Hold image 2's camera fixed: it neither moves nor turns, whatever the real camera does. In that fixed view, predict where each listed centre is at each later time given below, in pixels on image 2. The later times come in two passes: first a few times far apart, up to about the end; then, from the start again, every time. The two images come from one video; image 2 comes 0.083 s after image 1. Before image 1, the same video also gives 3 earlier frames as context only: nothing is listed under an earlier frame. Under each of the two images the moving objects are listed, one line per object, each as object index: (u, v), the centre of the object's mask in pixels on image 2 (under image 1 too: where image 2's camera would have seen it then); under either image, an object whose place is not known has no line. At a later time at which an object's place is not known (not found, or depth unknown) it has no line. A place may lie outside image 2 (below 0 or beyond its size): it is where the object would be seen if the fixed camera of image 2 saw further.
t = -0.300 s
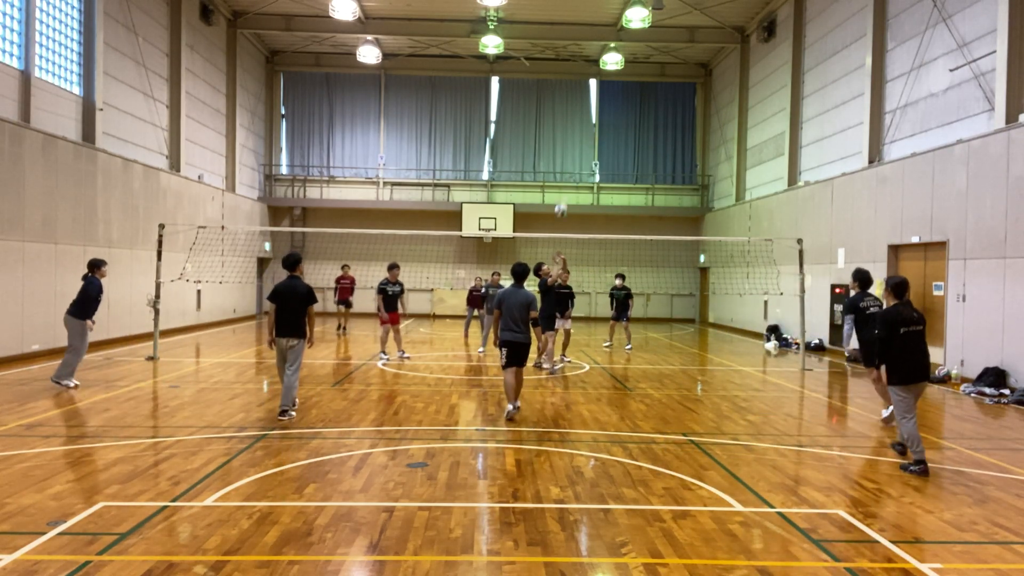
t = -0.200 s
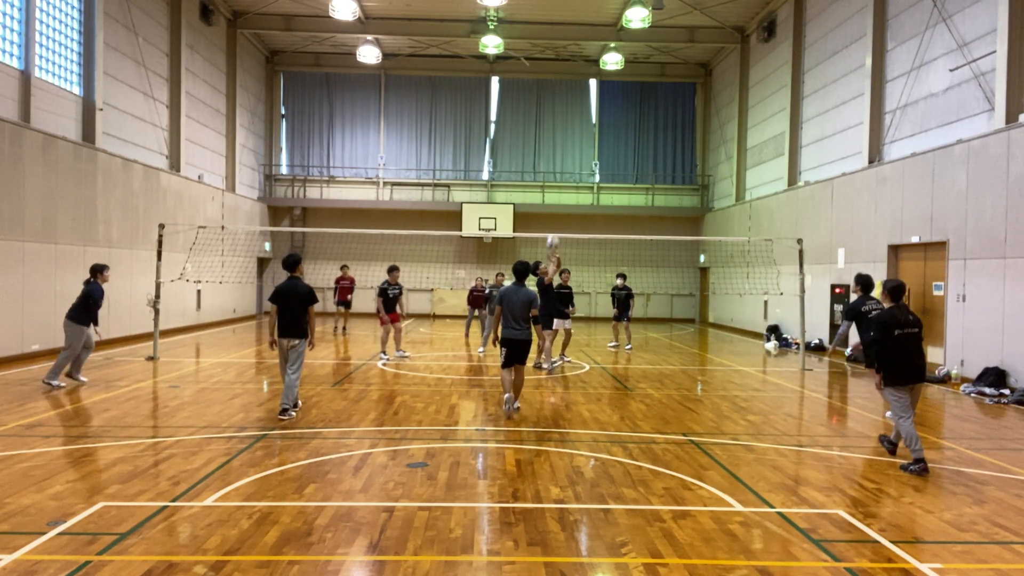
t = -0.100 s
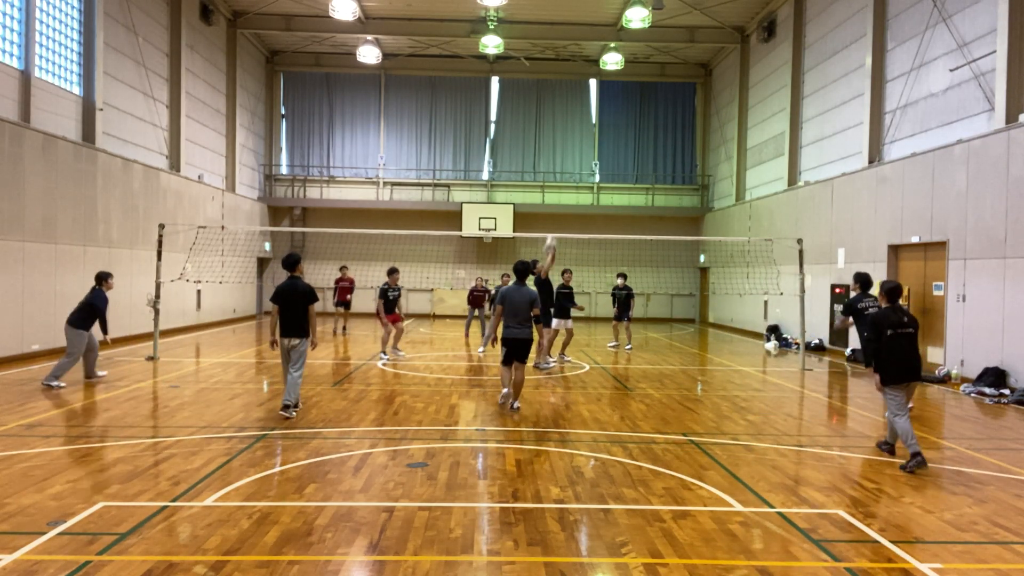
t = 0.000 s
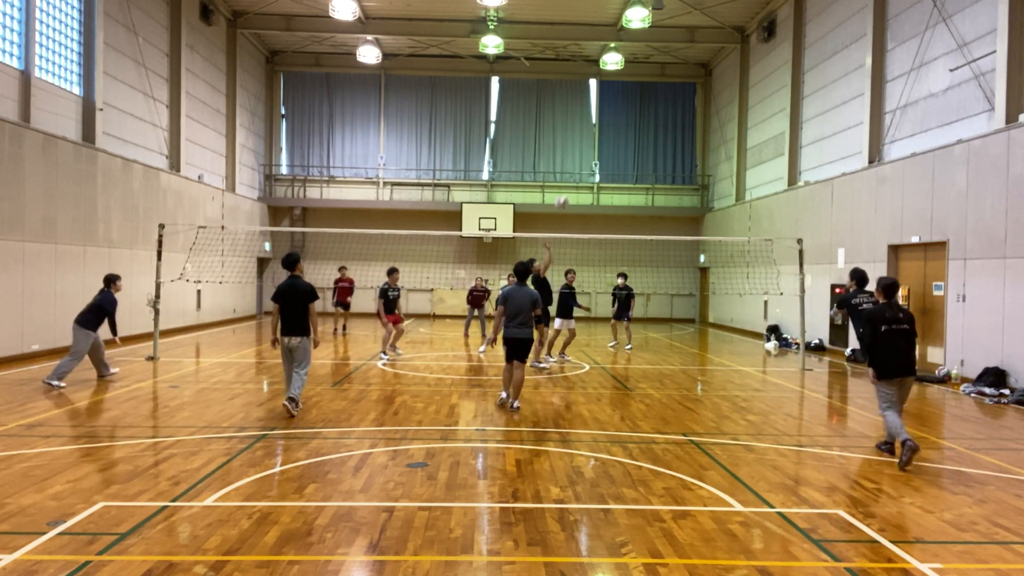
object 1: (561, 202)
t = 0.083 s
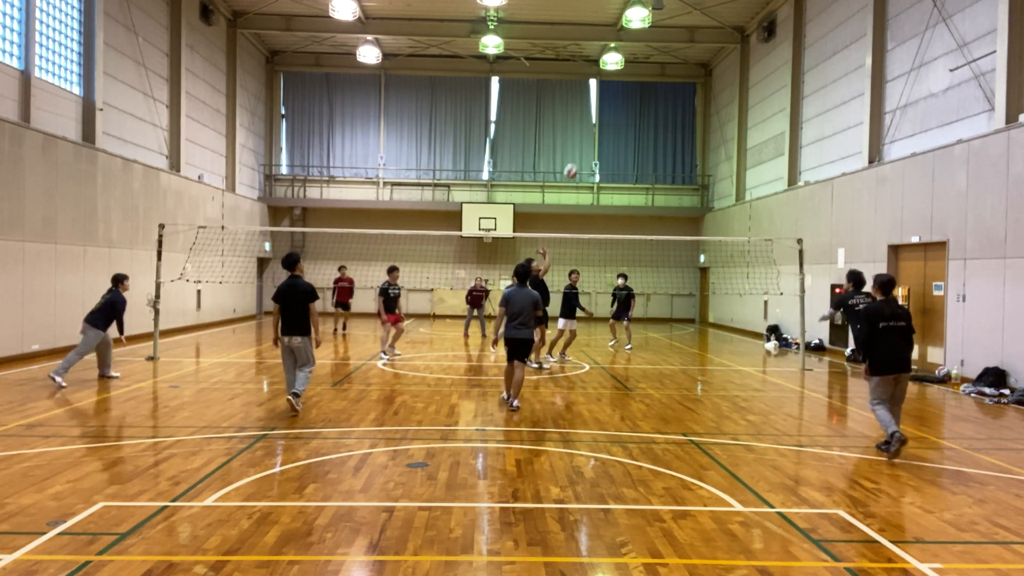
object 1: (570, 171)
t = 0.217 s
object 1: (584, 132)
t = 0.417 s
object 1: (605, 96)
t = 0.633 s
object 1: (627, 85)
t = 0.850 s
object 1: (647, 105)
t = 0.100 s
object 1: (572, 166)
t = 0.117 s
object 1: (574, 160)
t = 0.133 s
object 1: (576, 155)
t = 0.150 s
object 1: (577, 151)
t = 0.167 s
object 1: (579, 146)
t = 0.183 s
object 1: (581, 141)
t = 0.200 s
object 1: (582, 137)
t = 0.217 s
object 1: (584, 132)
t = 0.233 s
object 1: (586, 128)
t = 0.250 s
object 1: (587, 125)
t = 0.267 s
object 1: (589, 121)
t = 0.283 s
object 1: (590, 118)
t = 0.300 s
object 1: (593, 114)
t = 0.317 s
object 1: (594, 111)
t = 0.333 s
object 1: (596, 108)
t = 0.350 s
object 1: (598, 105)
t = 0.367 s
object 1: (601, 103)
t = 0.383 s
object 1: (602, 100)
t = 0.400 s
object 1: (603, 98)
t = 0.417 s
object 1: (605, 96)
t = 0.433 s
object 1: (606, 94)
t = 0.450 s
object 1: (608, 92)
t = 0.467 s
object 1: (609, 91)
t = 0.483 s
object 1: (611, 90)
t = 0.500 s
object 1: (613, 88)
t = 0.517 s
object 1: (615, 87)
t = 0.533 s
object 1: (616, 86)
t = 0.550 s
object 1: (618, 86)
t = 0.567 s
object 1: (620, 85)
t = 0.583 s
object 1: (622, 85)
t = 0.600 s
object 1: (623, 85)
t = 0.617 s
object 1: (625, 85)
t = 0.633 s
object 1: (627, 85)
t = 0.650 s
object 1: (628, 86)
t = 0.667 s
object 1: (630, 86)
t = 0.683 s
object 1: (631, 87)
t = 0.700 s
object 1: (633, 88)
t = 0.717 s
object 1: (635, 89)
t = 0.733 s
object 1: (636, 91)
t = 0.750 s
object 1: (638, 92)
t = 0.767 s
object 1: (639, 94)
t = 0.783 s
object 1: (641, 96)
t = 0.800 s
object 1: (642, 98)
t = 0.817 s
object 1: (644, 100)
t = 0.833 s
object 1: (646, 102)
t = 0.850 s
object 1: (647, 105)
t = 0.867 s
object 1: (649, 108)
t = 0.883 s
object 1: (650, 110)
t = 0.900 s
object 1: (652, 114)
